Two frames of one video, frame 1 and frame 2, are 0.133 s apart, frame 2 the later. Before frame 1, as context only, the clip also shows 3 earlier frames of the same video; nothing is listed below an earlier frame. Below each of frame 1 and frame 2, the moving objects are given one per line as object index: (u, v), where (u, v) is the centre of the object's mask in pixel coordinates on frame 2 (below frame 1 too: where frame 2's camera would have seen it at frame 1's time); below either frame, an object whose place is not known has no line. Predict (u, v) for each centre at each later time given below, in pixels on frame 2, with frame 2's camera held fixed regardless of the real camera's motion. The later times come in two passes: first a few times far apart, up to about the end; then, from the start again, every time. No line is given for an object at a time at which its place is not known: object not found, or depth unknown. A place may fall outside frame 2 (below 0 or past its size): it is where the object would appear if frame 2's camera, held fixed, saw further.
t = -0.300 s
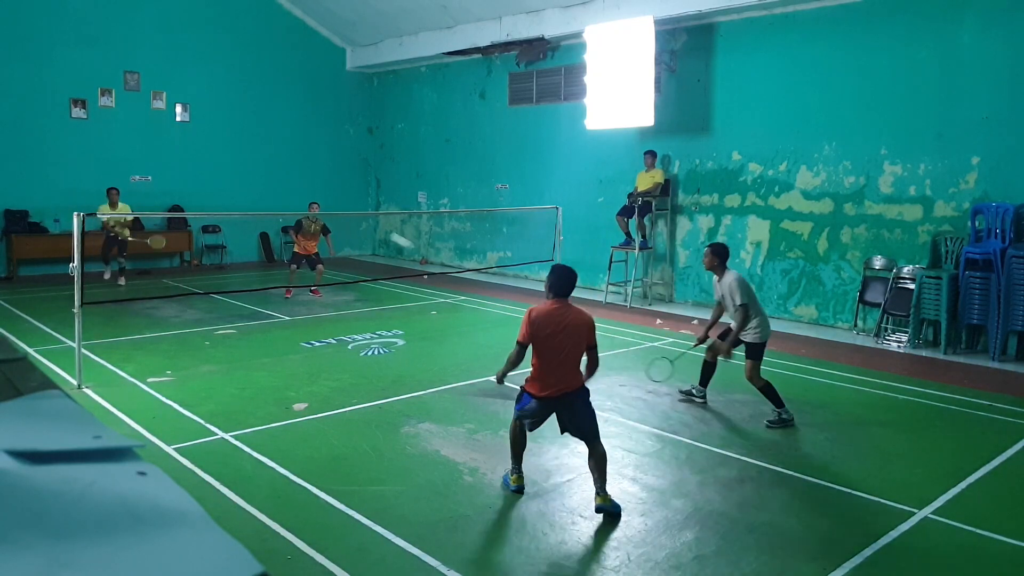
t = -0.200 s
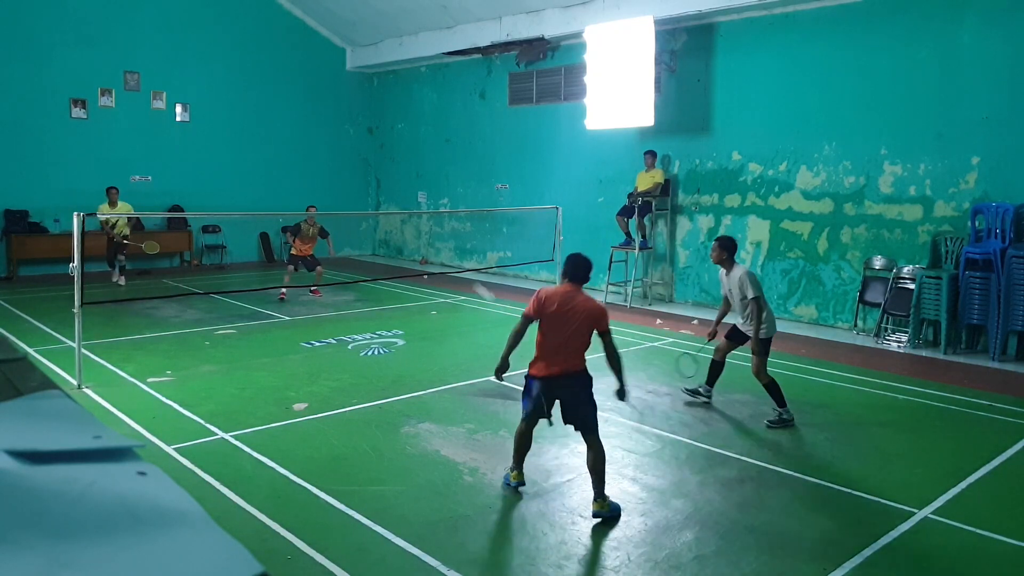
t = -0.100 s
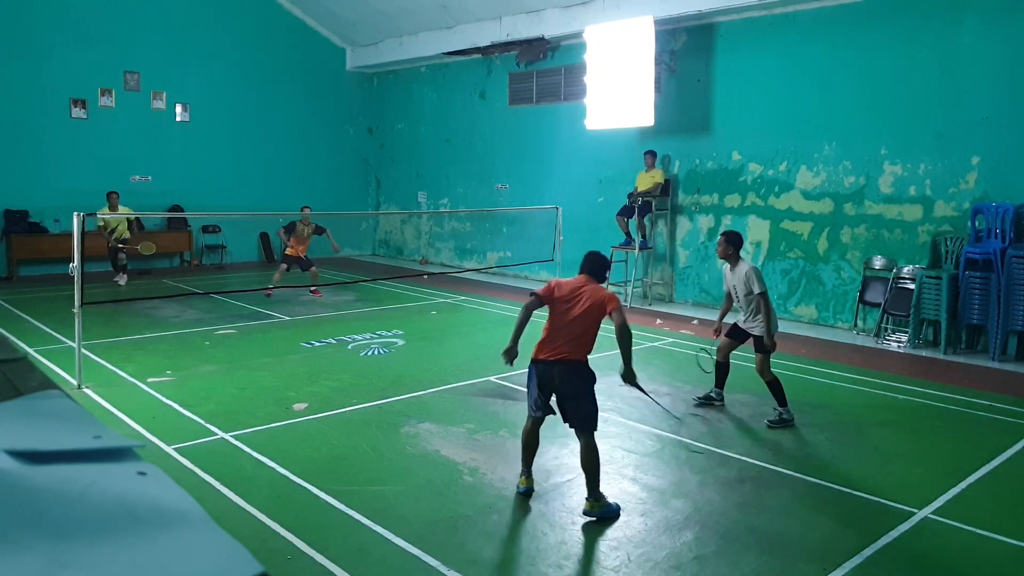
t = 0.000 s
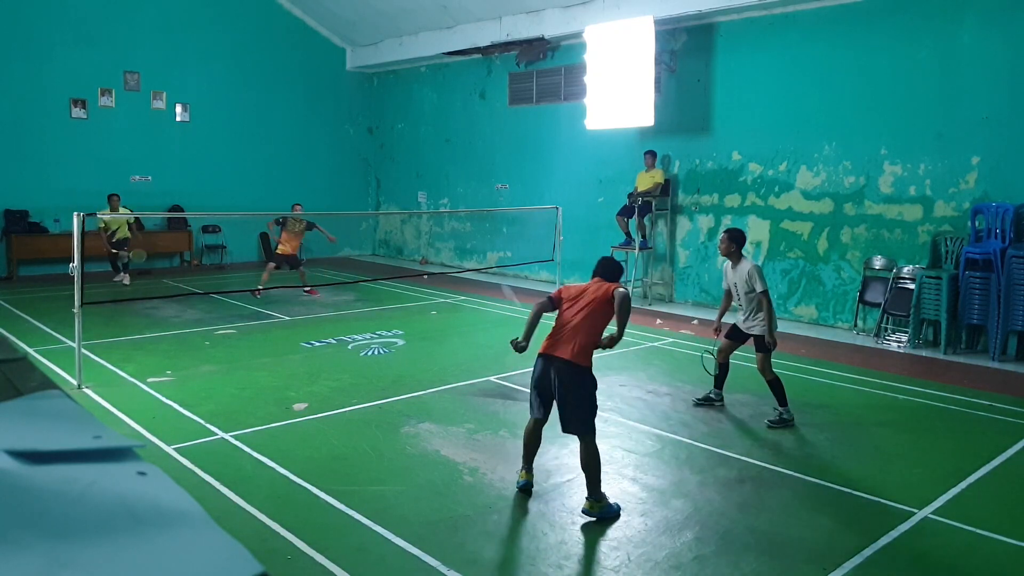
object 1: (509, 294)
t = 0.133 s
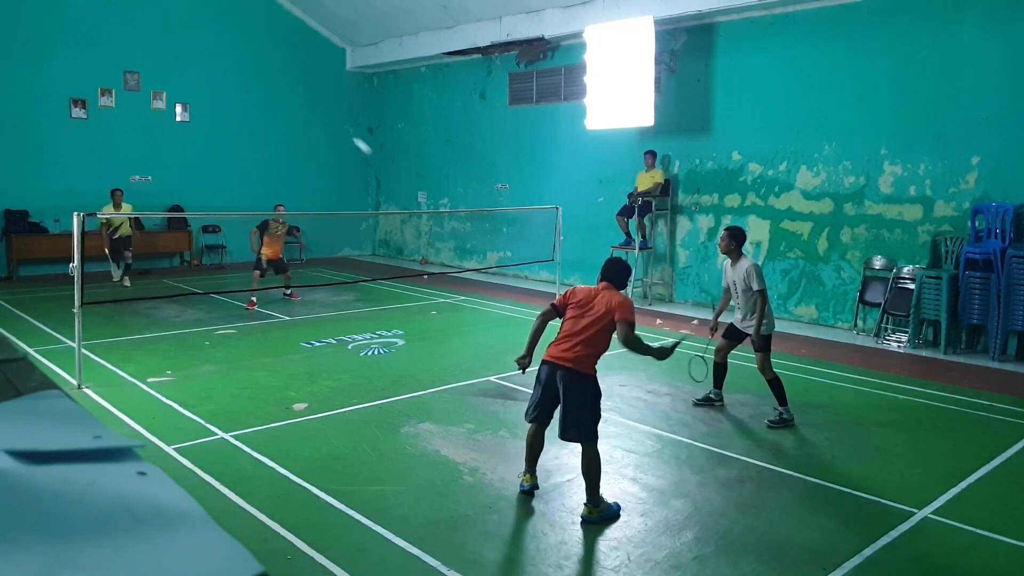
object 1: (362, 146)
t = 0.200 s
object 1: (326, 118)
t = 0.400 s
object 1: (257, 84)
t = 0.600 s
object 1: (216, 95)
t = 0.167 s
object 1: (343, 130)
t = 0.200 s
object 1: (326, 118)
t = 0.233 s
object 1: (312, 108)
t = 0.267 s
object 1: (298, 99)
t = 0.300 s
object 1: (286, 93)
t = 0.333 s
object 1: (275, 89)
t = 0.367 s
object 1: (266, 86)
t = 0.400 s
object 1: (257, 84)
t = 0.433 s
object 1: (249, 83)
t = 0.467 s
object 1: (241, 84)
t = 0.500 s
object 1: (234, 85)
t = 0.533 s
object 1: (228, 88)
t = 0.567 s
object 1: (222, 91)
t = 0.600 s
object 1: (216, 95)
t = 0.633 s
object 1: (211, 100)
